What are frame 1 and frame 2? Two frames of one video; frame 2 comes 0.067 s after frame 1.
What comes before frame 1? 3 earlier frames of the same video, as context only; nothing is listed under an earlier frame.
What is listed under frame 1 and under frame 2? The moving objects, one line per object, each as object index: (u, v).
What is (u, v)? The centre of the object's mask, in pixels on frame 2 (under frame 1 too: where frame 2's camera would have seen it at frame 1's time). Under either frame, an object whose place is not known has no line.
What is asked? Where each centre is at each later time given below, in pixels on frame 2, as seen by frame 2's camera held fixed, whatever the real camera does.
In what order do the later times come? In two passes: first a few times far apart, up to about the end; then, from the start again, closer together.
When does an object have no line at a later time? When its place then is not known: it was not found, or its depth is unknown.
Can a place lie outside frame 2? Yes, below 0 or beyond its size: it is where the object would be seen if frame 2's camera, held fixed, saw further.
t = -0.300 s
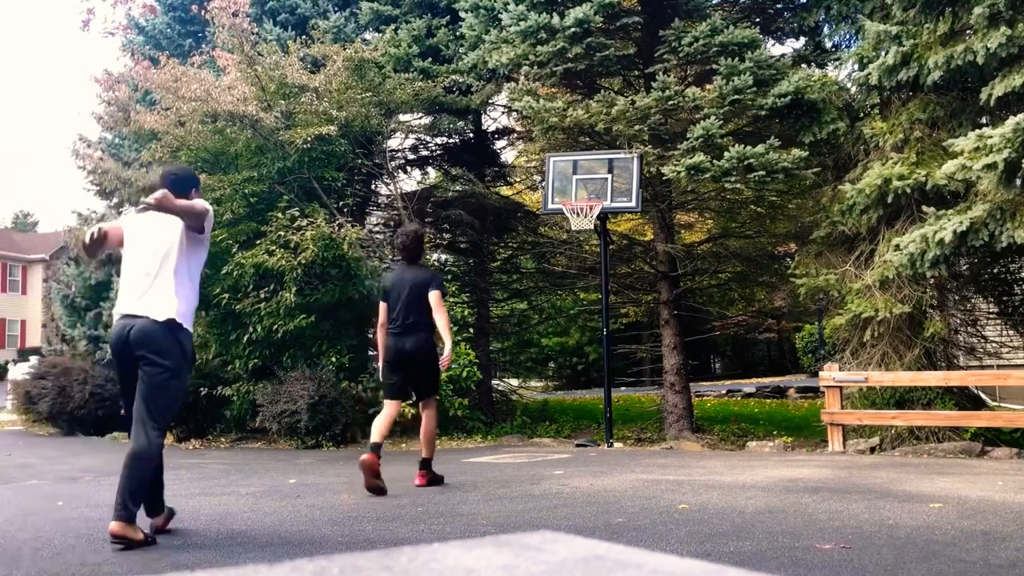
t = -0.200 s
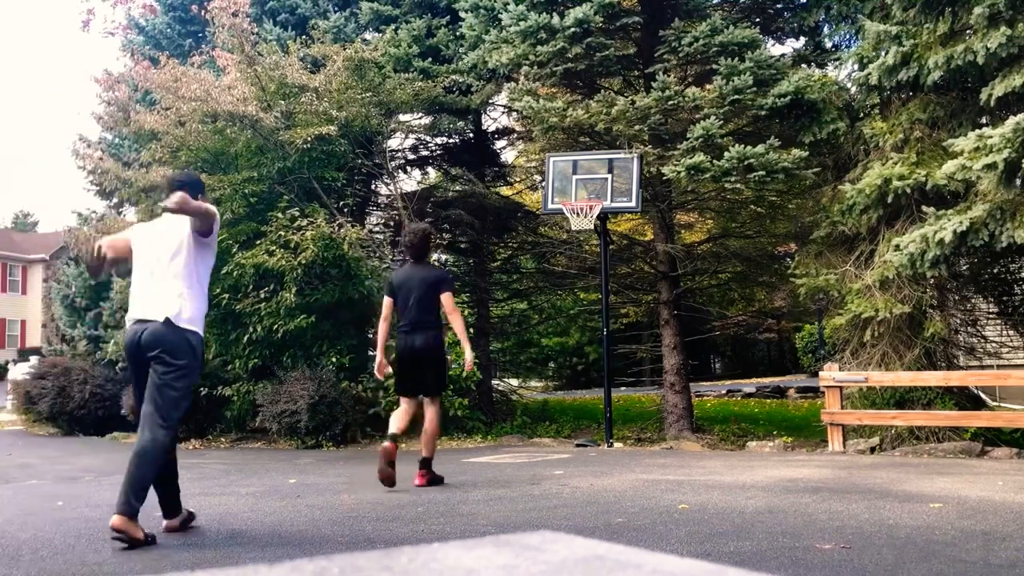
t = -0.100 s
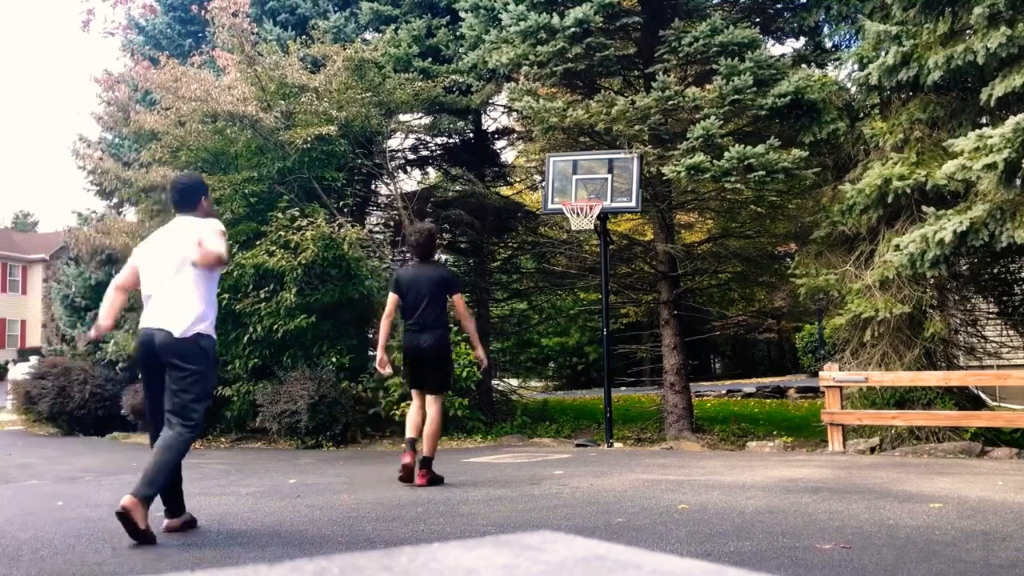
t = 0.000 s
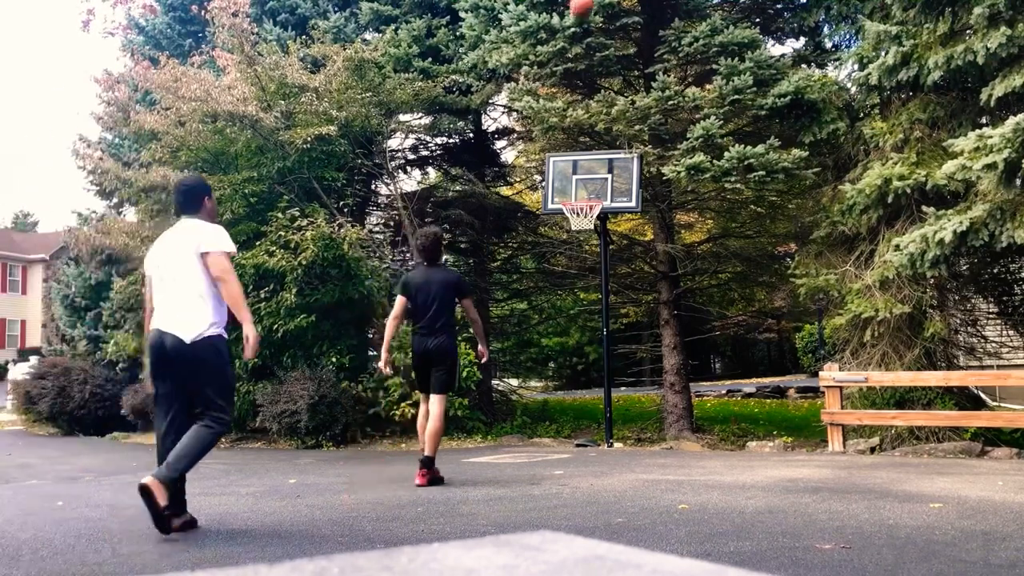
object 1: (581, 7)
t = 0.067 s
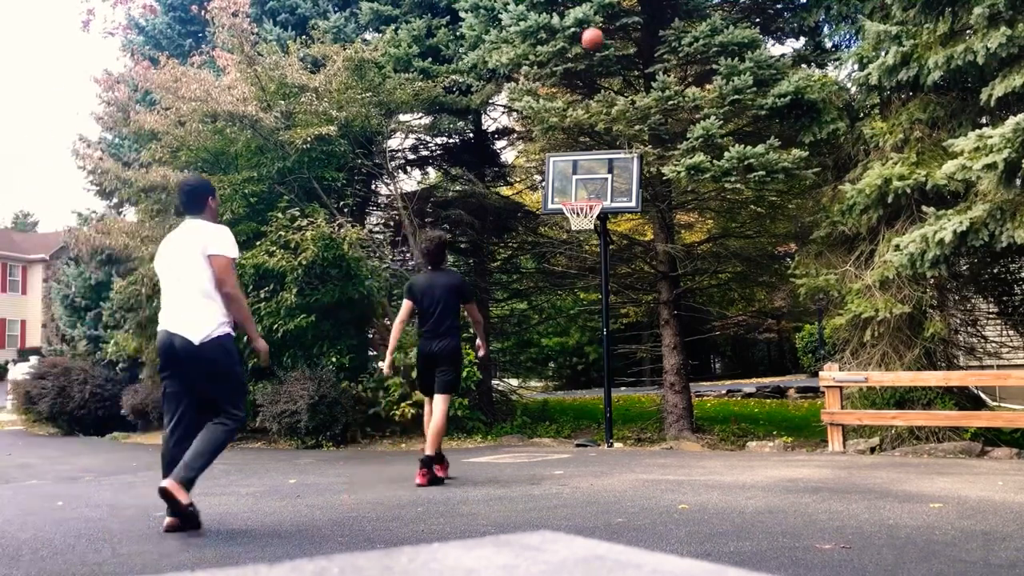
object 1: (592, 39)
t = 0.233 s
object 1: (620, 129)
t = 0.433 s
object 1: (633, 219)
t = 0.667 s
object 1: (637, 345)
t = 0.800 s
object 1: (641, 444)
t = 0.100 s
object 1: (597, 55)
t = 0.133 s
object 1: (603, 74)
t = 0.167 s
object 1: (608, 91)
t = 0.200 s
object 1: (614, 109)
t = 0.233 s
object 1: (620, 129)
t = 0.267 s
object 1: (625, 147)
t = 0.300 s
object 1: (630, 168)
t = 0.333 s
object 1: (632, 182)
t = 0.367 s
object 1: (632, 192)
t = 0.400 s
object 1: (633, 206)
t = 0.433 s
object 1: (633, 219)
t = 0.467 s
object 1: (633, 233)
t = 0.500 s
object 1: (633, 250)
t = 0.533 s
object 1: (634, 266)
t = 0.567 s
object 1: (635, 283)
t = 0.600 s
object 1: (635, 303)
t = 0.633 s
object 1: (636, 323)
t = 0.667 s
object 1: (637, 345)
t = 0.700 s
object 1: (637, 368)
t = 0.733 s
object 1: (638, 392)
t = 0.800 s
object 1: (641, 444)
